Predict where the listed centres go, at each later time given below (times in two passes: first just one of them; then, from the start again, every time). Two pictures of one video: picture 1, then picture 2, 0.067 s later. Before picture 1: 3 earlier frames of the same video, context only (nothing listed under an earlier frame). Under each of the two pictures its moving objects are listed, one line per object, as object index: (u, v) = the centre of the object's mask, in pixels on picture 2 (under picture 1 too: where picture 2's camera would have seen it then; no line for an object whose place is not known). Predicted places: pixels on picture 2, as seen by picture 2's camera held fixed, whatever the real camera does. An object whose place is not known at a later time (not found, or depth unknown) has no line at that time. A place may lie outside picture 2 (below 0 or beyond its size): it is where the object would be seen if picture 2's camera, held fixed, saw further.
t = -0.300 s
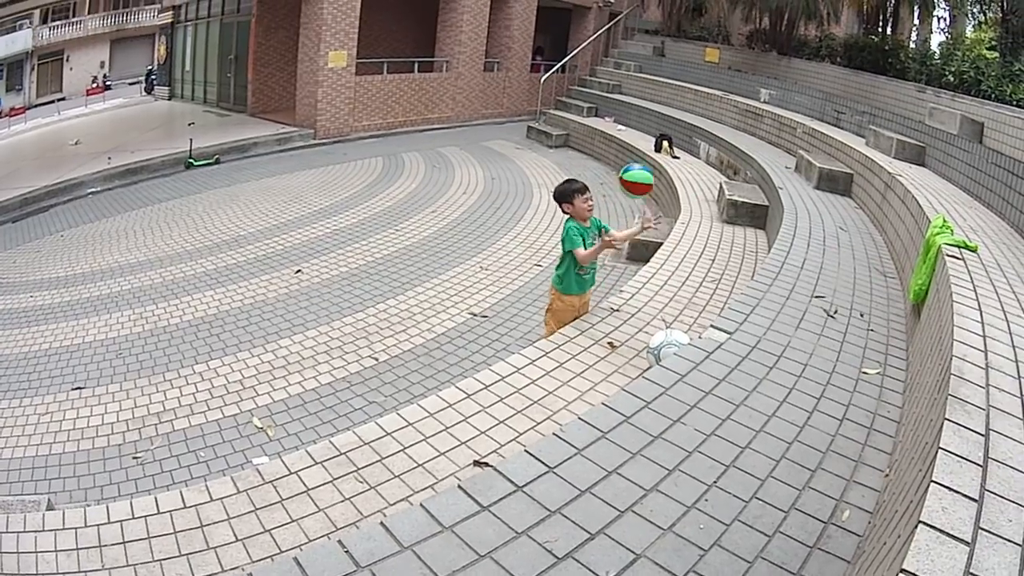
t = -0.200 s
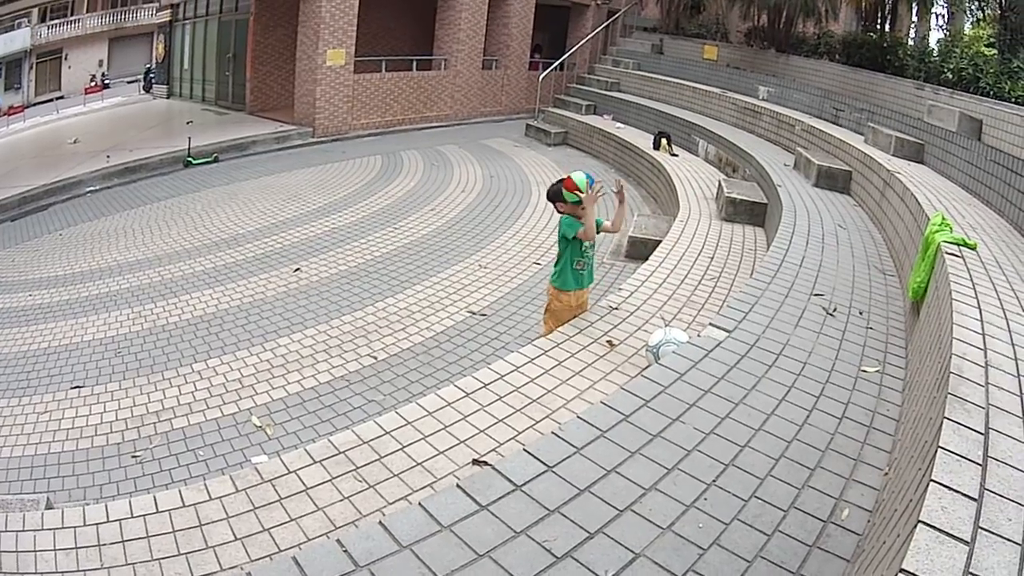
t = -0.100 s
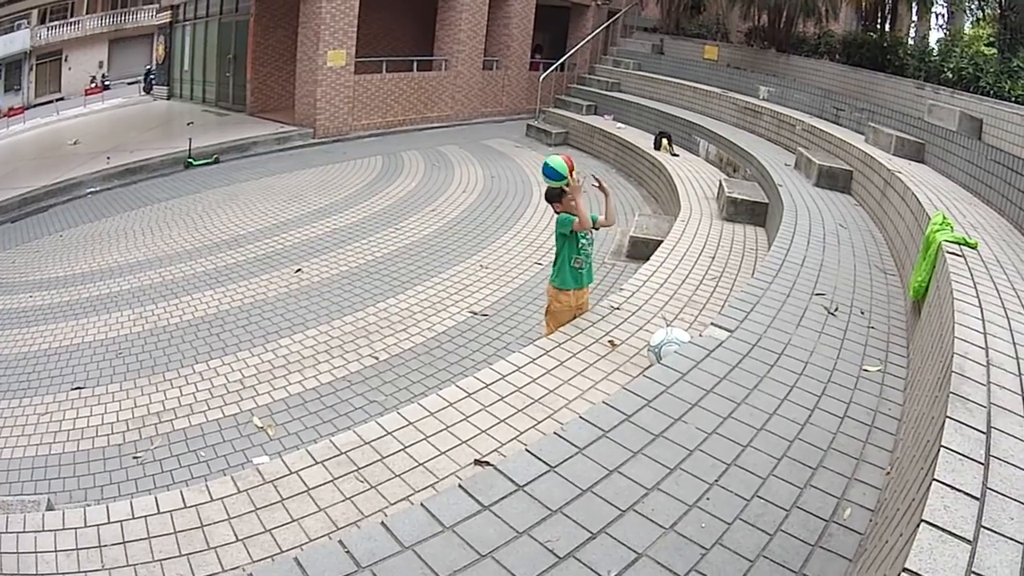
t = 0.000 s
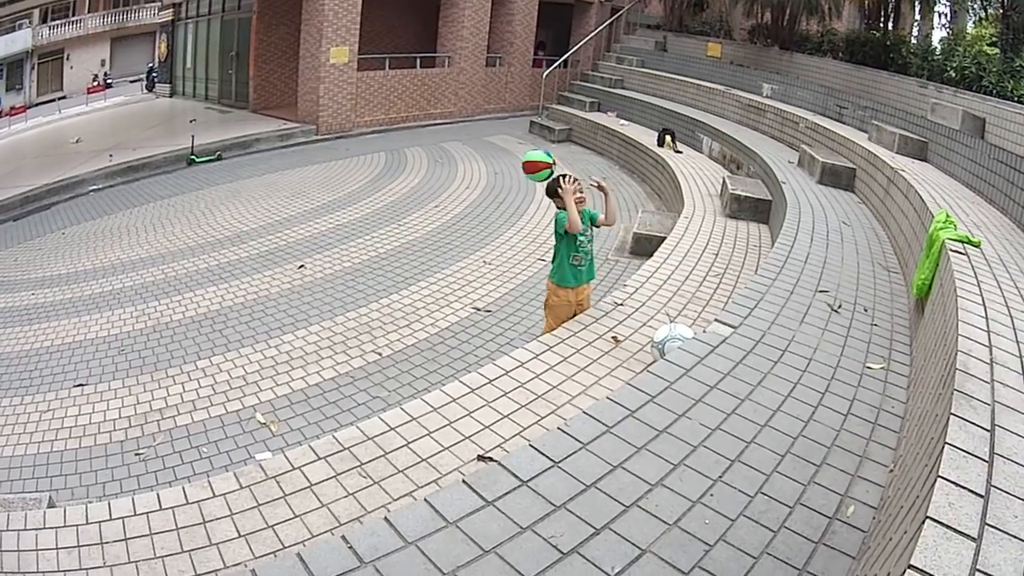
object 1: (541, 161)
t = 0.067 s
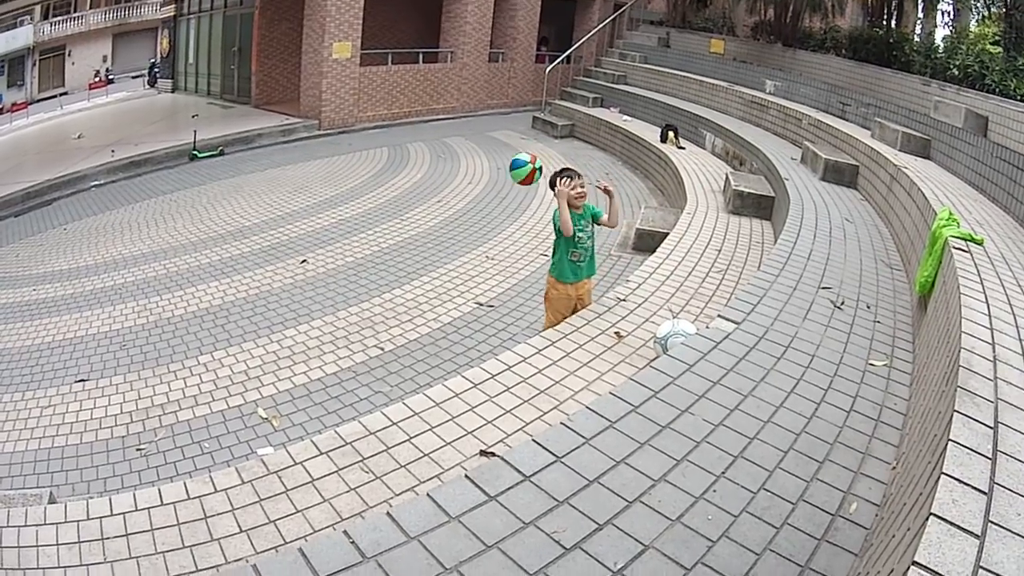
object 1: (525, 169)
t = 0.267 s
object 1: (478, 239)
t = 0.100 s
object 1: (518, 176)
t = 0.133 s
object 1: (510, 185)
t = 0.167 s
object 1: (502, 196)
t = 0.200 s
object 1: (493, 208)
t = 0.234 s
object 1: (485, 223)
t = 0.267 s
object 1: (478, 239)
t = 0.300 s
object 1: (471, 256)
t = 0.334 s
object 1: (464, 275)
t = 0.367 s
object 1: (458, 294)
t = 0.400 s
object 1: (452, 314)
